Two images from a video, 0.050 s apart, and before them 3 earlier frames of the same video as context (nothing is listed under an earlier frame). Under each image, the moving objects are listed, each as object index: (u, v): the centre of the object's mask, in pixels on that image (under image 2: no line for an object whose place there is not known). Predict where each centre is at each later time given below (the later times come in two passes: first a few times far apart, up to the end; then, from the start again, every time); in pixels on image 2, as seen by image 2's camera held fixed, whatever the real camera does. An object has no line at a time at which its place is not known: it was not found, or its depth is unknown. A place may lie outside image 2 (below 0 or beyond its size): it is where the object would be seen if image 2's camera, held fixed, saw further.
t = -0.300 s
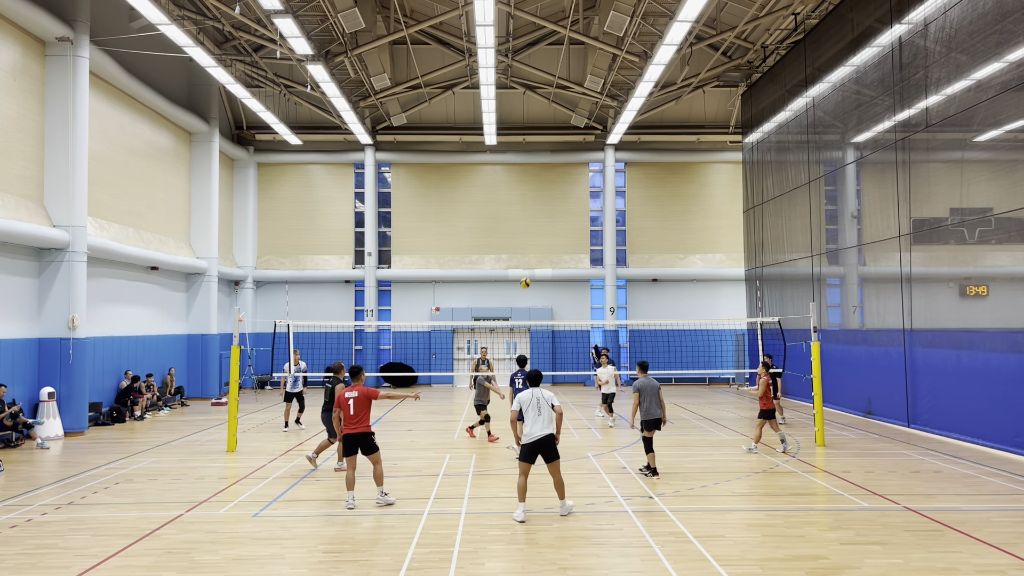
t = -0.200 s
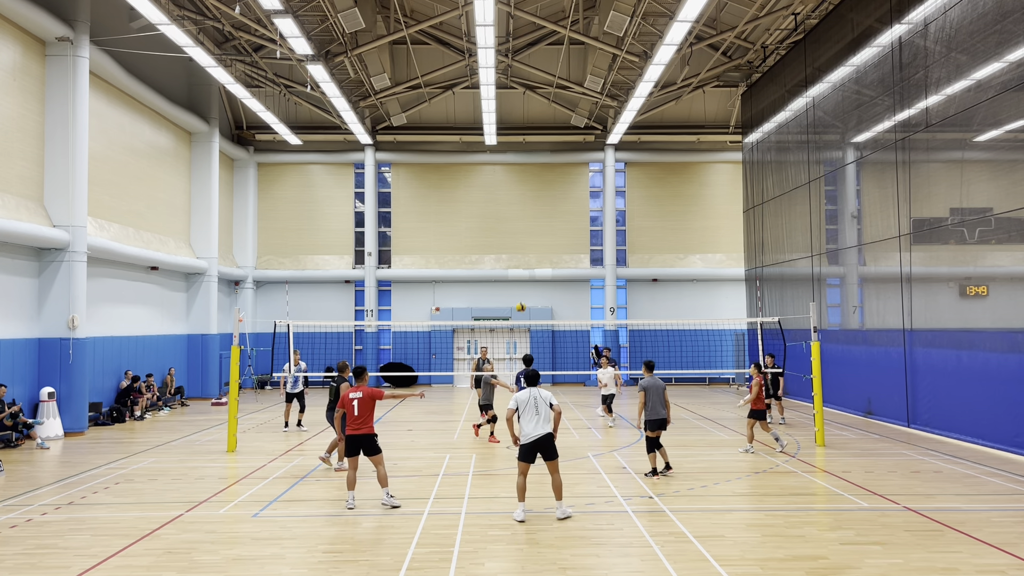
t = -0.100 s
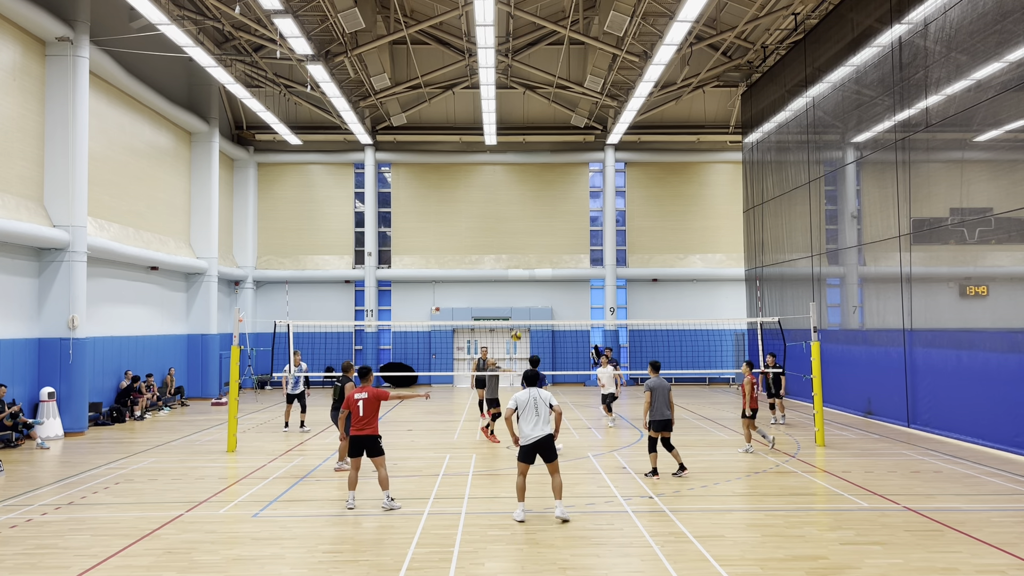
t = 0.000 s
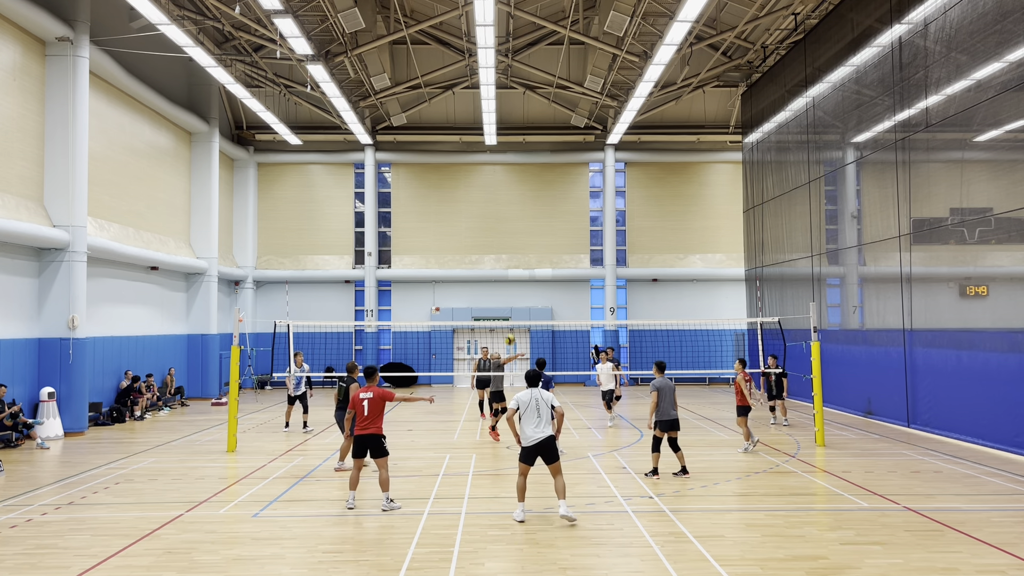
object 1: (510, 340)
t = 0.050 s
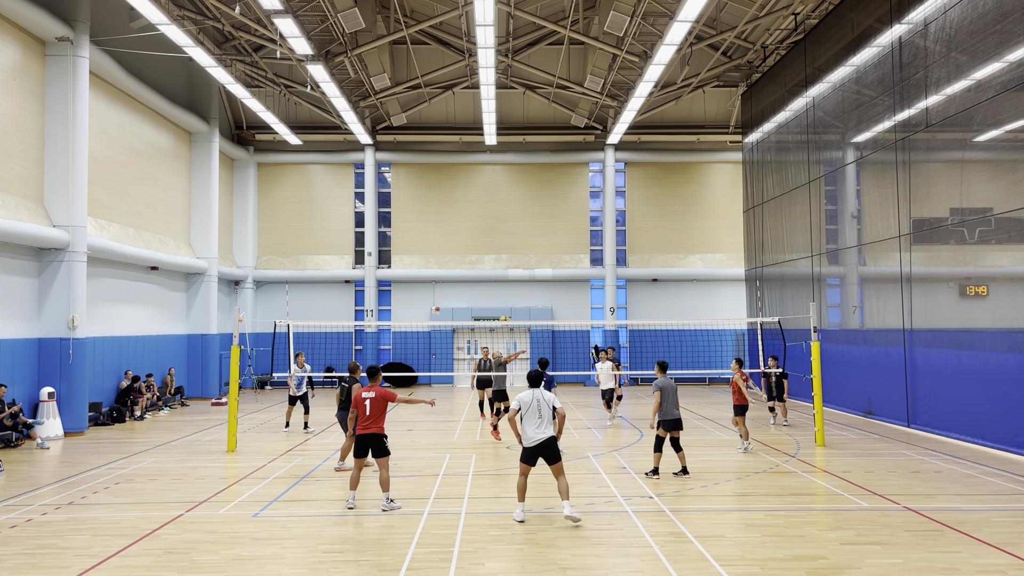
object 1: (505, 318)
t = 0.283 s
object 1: (480, 252)
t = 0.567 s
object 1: (452, 207)
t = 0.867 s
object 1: (422, 202)
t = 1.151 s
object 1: (395, 237)
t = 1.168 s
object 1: (394, 240)
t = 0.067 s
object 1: (503, 315)
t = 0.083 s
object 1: (501, 309)
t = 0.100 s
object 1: (500, 304)
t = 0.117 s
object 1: (498, 298)
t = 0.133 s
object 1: (496, 293)
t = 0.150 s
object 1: (494, 288)
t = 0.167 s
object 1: (492, 283)
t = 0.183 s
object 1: (491, 279)
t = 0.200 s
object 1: (489, 274)
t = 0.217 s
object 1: (487, 269)
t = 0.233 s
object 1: (485, 265)
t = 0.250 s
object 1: (484, 260)
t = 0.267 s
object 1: (482, 256)
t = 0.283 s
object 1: (480, 252)
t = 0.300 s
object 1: (479, 248)
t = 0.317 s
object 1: (477, 245)
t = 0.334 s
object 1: (475, 241)
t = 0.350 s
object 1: (473, 238)
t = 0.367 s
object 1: (472, 235)
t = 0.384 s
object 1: (470, 232)
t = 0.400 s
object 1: (469, 229)
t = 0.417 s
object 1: (467, 226)
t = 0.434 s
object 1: (465, 223)
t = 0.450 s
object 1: (464, 221)
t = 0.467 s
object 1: (462, 218)
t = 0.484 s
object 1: (460, 216)
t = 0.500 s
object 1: (458, 213)
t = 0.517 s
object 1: (457, 212)
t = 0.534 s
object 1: (455, 210)
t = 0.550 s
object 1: (453, 208)
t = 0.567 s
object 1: (452, 207)
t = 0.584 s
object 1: (450, 205)
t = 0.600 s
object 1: (449, 204)
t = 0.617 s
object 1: (447, 203)
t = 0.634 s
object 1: (445, 202)
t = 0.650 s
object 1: (444, 201)
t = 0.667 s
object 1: (442, 200)
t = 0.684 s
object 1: (440, 200)
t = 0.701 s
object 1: (439, 199)
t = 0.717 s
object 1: (437, 199)
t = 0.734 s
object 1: (436, 199)
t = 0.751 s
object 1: (434, 198)
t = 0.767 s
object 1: (432, 198)
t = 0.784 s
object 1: (430, 199)
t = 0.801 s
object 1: (429, 199)
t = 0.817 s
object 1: (427, 199)
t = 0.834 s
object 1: (426, 200)
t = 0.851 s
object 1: (424, 201)
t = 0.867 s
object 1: (422, 202)
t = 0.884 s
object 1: (421, 203)
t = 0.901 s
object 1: (419, 204)
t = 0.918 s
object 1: (418, 205)
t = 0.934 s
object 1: (416, 206)
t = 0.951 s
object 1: (415, 208)
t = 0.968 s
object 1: (413, 210)
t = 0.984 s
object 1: (411, 212)
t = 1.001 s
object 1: (410, 213)
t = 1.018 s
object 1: (408, 215)
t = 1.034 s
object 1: (407, 218)
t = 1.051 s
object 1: (405, 220)
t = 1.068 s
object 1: (404, 222)
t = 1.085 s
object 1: (402, 225)
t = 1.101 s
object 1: (400, 227)
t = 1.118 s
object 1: (399, 230)
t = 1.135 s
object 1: (397, 233)
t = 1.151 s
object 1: (395, 237)
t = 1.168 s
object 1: (394, 240)
